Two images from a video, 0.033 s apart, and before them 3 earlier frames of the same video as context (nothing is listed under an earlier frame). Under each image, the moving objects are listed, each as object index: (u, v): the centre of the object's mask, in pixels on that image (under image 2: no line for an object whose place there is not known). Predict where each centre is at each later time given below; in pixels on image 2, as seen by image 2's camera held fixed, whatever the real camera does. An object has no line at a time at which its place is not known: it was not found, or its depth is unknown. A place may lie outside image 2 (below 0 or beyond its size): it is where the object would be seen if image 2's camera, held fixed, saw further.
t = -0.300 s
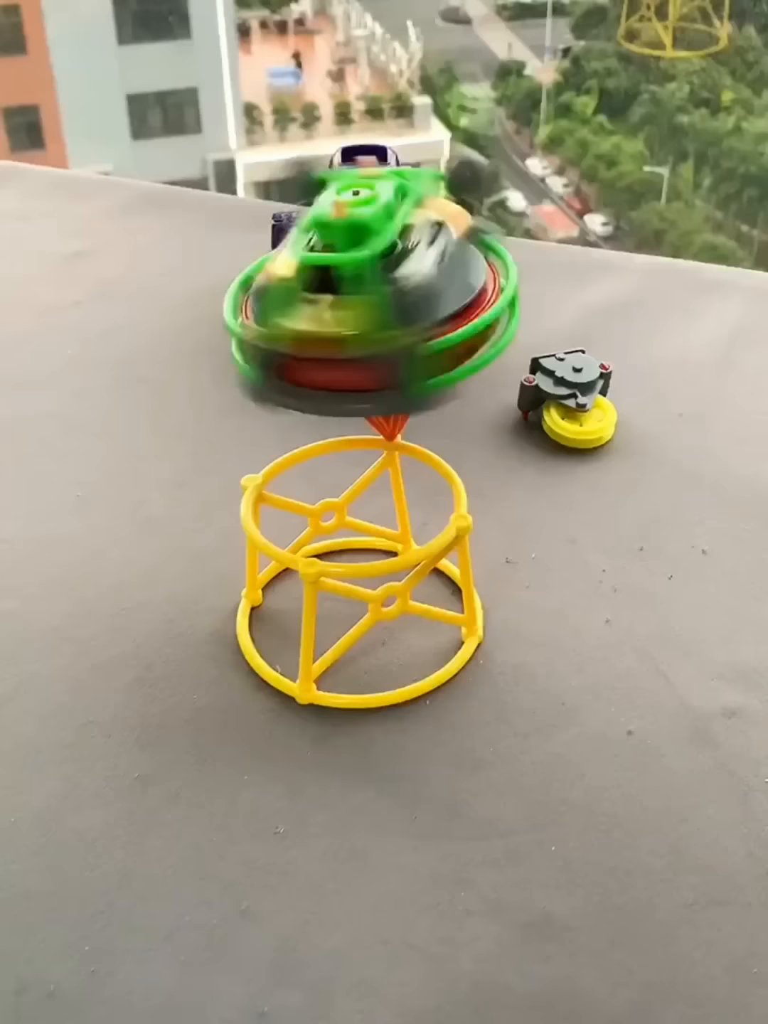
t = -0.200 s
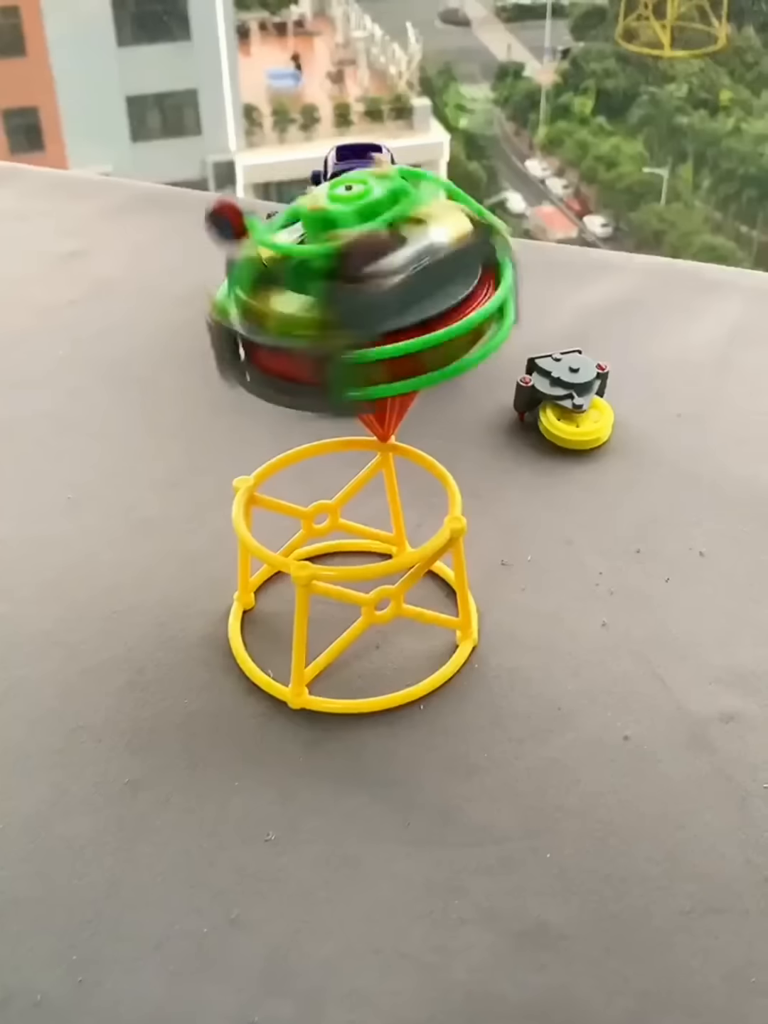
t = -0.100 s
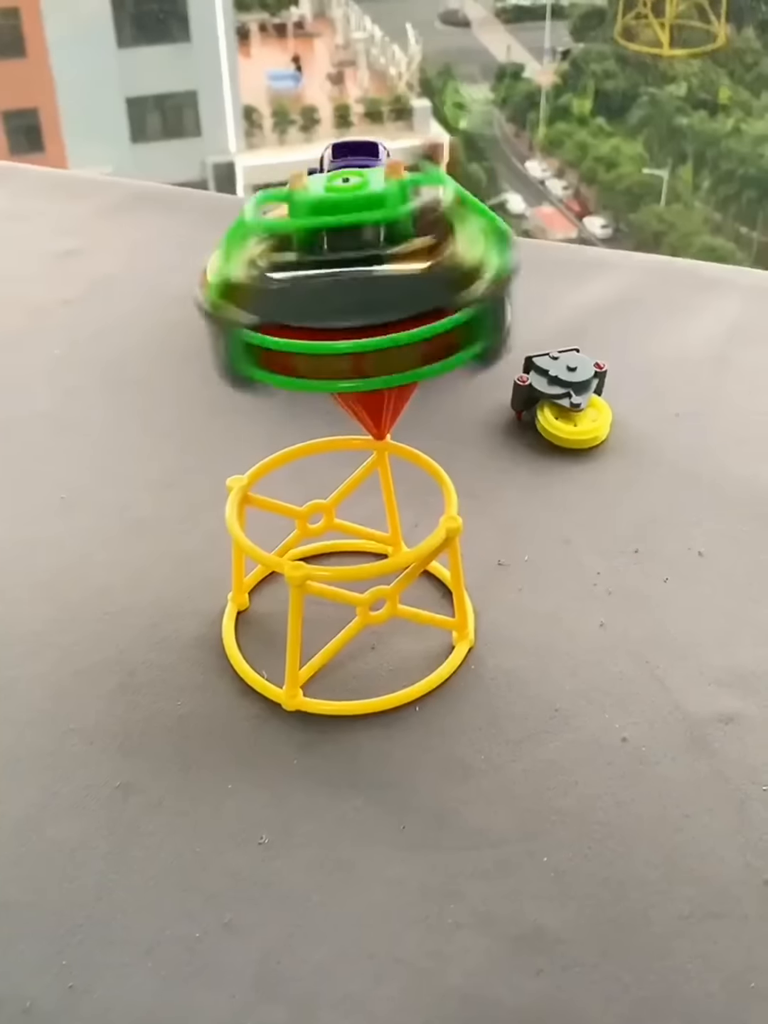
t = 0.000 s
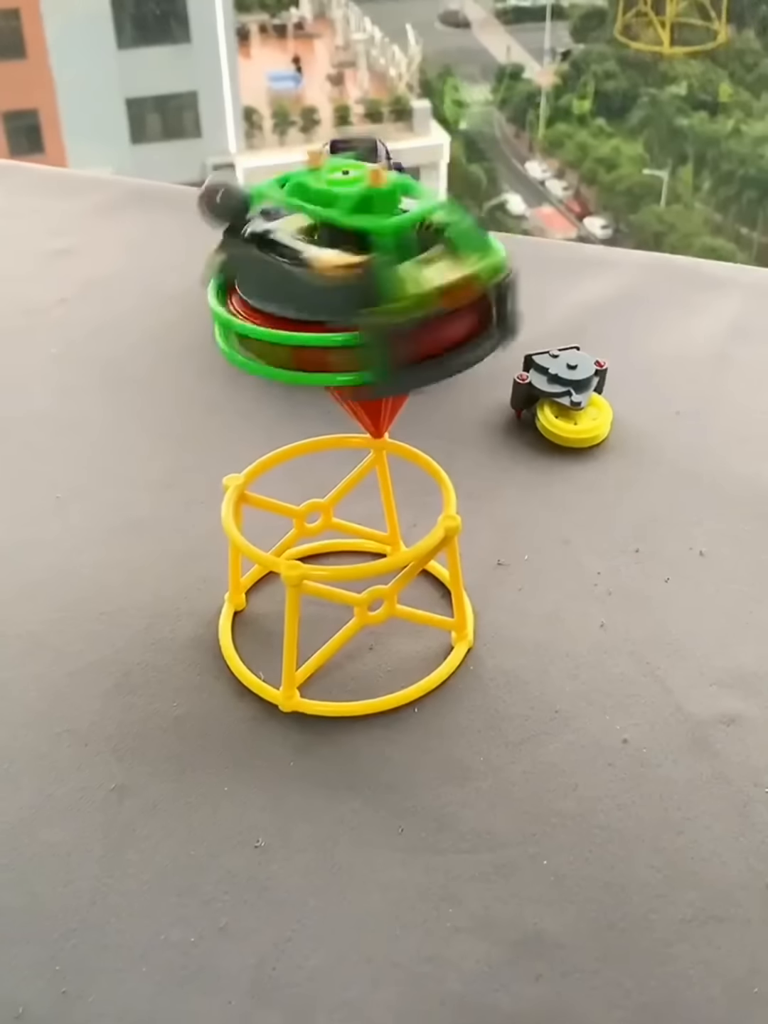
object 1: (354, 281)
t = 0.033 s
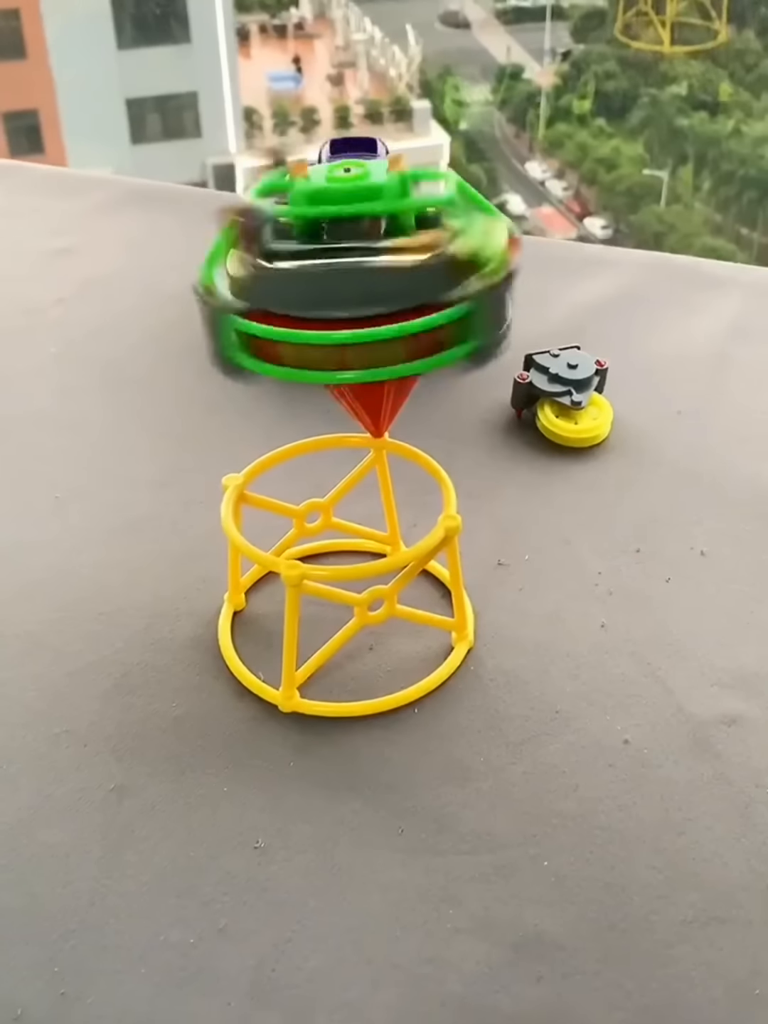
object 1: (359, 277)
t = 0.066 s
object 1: (357, 278)
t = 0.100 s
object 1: (360, 284)
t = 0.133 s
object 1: (368, 279)
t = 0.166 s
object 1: (365, 277)
